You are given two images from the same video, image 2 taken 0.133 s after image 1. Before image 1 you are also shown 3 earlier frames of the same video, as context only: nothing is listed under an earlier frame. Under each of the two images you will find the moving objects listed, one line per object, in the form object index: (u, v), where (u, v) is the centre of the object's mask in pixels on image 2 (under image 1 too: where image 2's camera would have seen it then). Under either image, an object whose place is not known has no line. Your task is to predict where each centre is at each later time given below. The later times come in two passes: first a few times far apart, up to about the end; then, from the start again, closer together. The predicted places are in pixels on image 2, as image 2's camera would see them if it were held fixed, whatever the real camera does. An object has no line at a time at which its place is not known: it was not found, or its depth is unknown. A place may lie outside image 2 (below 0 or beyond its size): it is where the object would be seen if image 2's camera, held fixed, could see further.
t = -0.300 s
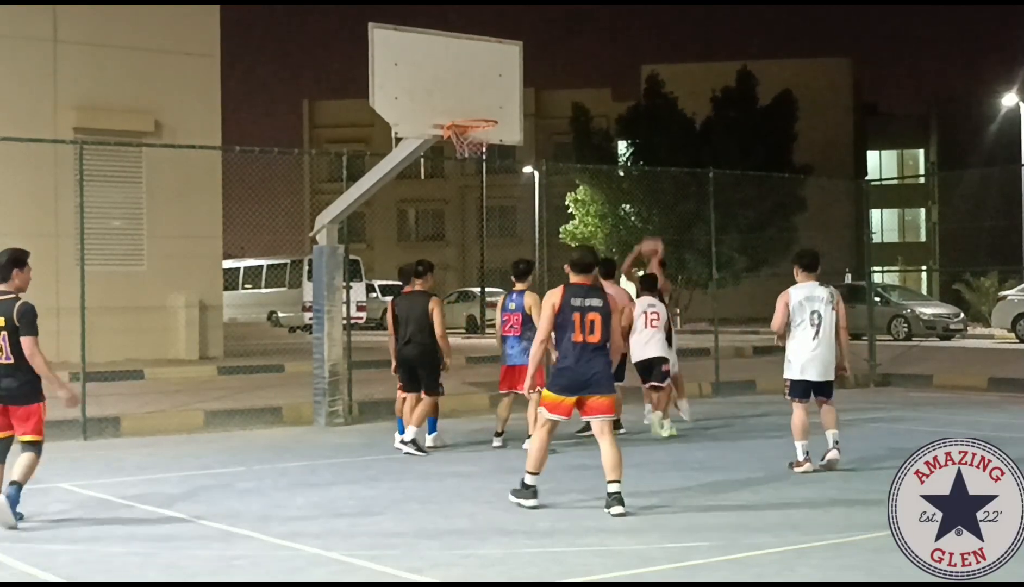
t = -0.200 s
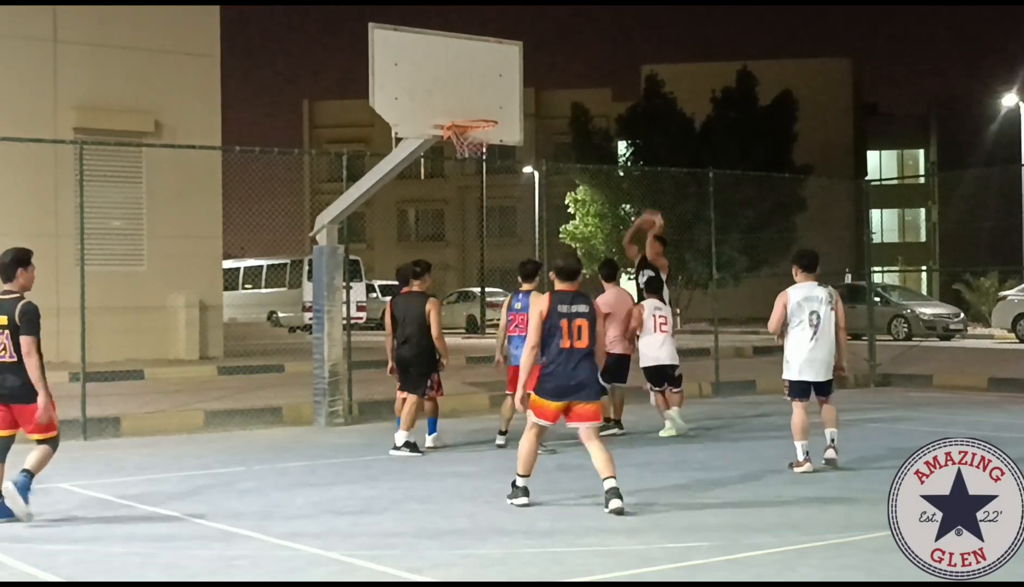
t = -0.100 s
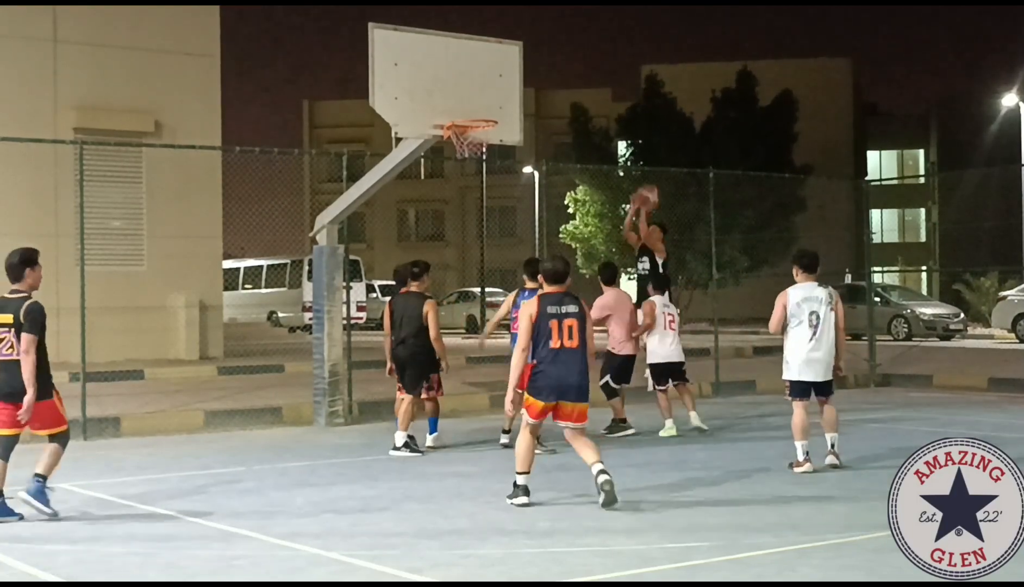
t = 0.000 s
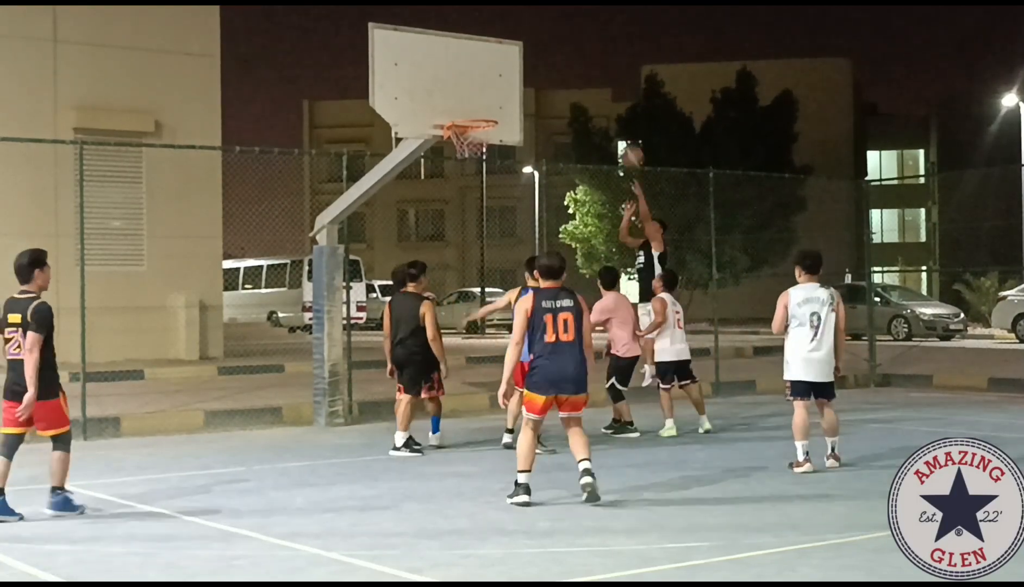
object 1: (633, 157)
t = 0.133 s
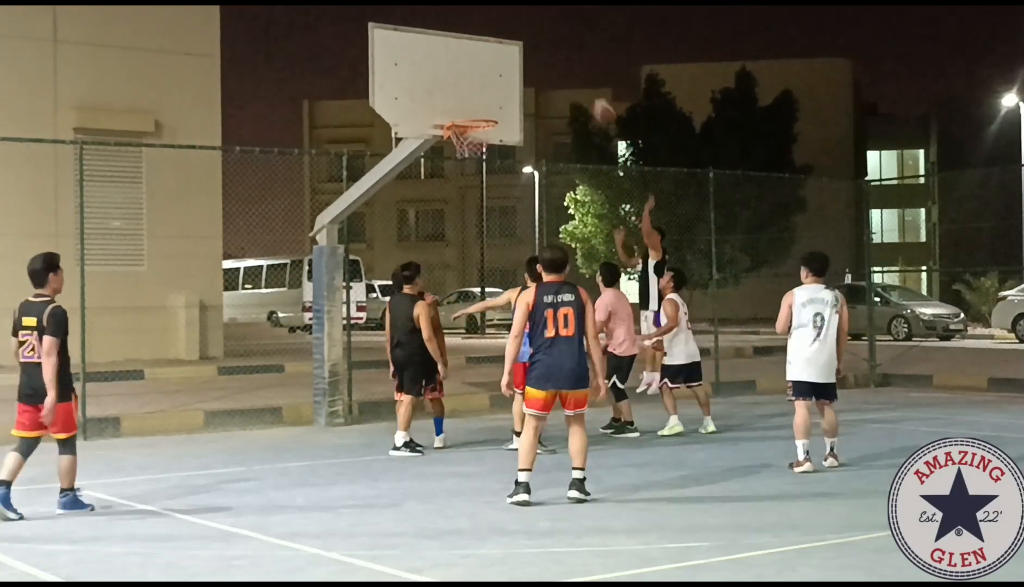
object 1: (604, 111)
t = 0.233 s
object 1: (581, 85)
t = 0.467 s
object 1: (533, 64)
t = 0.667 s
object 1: (488, 89)
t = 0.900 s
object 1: (477, 109)
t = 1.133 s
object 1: (498, 97)
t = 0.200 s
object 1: (588, 92)
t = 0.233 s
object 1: (581, 85)
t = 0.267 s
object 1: (575, 79)
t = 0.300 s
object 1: (569, 74)
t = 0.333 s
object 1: (561, 71)
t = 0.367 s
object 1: (554, 67)
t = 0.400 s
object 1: (547, 65)
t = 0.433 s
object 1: (539, 64)
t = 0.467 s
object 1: (533, 64)
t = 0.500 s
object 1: (526, 66)
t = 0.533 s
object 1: (518, 68)
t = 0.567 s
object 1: (510, 71)
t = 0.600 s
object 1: (503, 76)
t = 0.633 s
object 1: (496, 82)
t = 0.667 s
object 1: (488, 89)
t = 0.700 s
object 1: (480, 97)
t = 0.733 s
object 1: (473, 106)
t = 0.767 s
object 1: (467, 111)
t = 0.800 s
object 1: (470, 111)
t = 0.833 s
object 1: (473, 111)
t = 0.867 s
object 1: (475, 112)
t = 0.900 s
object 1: (477, 109)
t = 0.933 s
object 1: (478, 105)
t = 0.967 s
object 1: (479, 102)
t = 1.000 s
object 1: (480, 100)
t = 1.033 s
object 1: (485, 98)
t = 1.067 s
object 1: (489, 96)
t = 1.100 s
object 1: (494, 96)
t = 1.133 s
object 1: (498, 97)
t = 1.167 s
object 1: (503, 98)
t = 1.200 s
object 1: (507, 102)
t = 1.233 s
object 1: (511, 105)
